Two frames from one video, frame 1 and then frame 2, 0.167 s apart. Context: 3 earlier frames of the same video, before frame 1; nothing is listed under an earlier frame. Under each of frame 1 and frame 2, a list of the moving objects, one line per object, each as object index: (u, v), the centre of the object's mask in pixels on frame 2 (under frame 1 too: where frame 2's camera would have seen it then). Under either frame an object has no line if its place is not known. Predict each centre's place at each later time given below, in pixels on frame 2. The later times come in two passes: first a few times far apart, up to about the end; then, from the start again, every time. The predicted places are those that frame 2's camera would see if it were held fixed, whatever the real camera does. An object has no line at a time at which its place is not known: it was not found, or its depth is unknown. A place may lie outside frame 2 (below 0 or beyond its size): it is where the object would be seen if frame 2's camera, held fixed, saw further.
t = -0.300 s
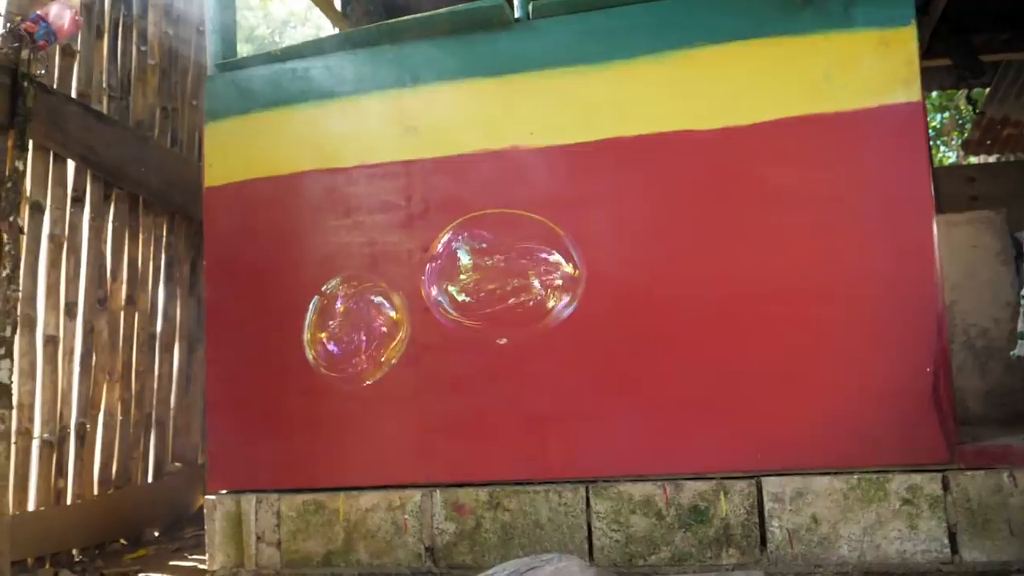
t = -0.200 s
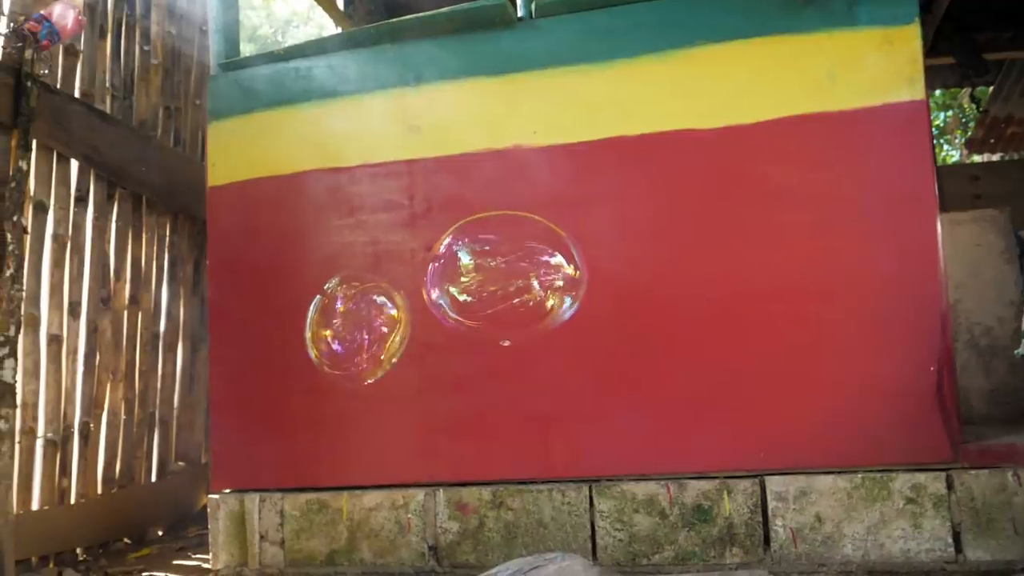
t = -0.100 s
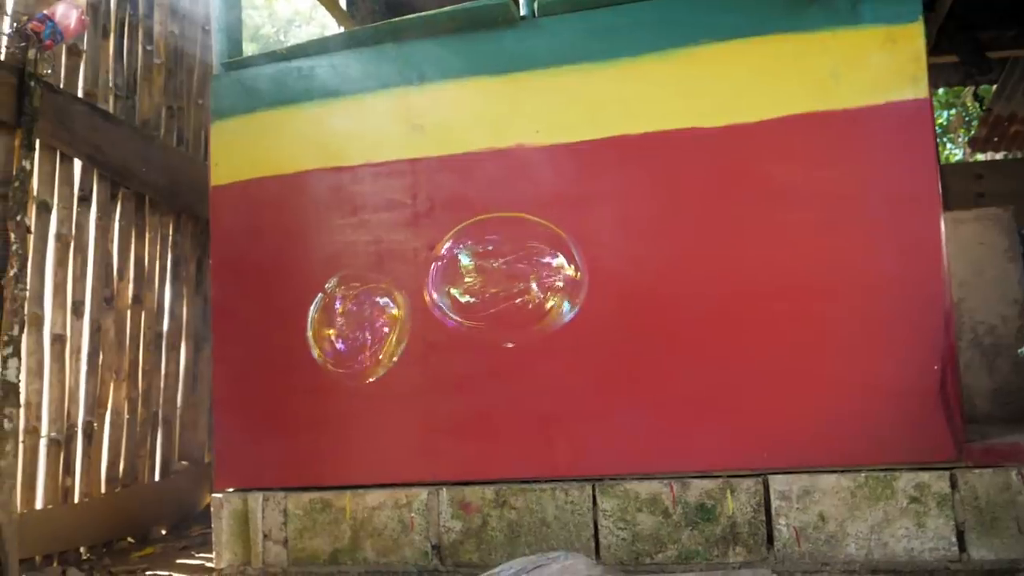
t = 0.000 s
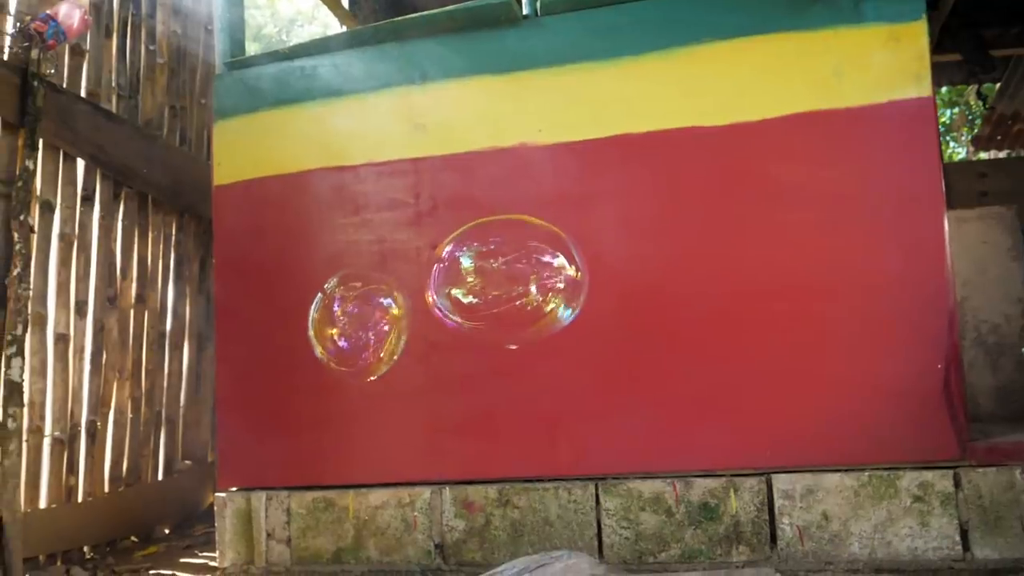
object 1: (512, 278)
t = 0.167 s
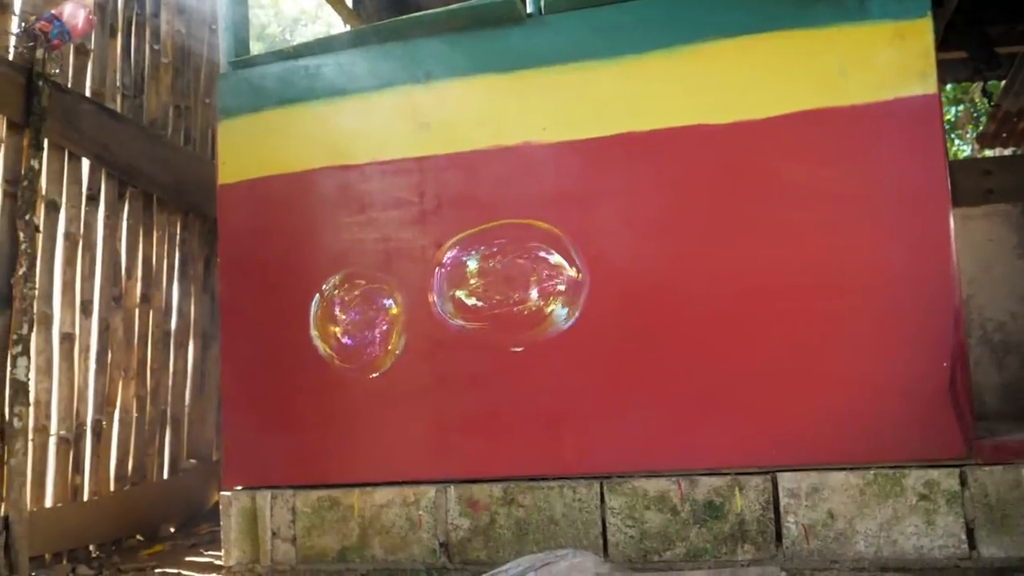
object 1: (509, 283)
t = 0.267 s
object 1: (507, 285)
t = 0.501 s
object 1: (503, 290)
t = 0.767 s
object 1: (498, 296)
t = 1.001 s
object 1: (494, 301)
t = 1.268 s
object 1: (490, 306)
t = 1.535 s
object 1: (485, 311)
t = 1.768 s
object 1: (481, 316)
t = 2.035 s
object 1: (476, 323)
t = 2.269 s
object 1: (472, 330)
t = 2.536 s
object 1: (466, 337)
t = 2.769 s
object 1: (461, 343)
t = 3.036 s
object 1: (456, 351)
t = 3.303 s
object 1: (451, 359)
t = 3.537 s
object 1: (447, 365)
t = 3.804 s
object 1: (441, 371)
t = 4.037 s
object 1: (437, 376)
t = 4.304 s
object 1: (433, 383)
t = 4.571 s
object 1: (429, 389)
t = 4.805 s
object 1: (426, 394)
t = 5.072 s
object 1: (421, 399)
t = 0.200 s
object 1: (509, 284)
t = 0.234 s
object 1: (508, 284)
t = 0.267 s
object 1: (507, 285)
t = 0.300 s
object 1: (507, 286)
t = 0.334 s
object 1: (506, 287)
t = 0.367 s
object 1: (505, 288)
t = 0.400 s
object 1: (504, 288)
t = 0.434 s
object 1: (504, 289)
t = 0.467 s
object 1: (503, 290)
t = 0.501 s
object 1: (503, 290)
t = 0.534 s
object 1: (502, 291)
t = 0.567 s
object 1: (501, 292)
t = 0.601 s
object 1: (500, 292)
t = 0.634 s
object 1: (500, 293)
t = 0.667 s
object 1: (499, 294)
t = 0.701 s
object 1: (499, 294)
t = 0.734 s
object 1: (499, 295)
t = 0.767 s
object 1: (498, 296)
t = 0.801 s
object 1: (497, 296)
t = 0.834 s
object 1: (497, 297)
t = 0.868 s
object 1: (496, 298)
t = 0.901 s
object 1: (496, 298)
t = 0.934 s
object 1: (495, 299)
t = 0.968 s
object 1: (495, 300)
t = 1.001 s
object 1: (494, 301)
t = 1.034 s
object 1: (494, 301)
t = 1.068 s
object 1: (493, 302)
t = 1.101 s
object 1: (493, 302)
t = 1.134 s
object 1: (492, 303)
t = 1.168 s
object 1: (492, 304)
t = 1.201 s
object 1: (491, 305)
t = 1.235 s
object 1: (491, 306)
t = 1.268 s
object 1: (490, 306)
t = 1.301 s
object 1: (489, 307)
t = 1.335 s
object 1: (489, 307)
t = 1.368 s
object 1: (488, 308)
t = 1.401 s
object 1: (487, 309)
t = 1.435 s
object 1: (487, 309)
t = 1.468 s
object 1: (486, 310)
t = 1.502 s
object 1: (485, 311)
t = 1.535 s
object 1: (485, 311)
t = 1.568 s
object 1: (484, 312)
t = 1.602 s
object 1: (483, 313)
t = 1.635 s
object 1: (483, 313)
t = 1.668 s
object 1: (482, 314)
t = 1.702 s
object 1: (482, 315)
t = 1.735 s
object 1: (481, 315)
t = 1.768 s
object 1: (481, 316)
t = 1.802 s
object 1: (481, 317)
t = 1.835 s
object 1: (480, 318)
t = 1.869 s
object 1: (479, 318)
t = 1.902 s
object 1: (479, 319)
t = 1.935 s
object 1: (478, 320)
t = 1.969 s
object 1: (478, 321)
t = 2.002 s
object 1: (477, 322)
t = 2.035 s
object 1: (476, 323)
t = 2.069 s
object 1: (476, 324)
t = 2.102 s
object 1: (475, 325)
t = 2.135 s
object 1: (474, 326)
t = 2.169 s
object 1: (474, 327)
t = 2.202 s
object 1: (473, 328)
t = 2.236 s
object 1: (472, 329)
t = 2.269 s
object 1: (472, 330)
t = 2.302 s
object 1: (471, 331)
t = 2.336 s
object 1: (471, 332)
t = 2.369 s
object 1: (470, 333)
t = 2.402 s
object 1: (469, 334)
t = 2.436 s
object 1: (469, 335)
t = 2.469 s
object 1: (468, 336)
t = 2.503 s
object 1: (467, 337)
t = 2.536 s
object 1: (466, 337)
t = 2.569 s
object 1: (465, 338)
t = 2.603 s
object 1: (465, 339)
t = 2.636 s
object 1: (464, 340)
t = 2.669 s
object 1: (463, 341)
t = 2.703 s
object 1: (462, 342)
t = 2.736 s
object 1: (462, 342)
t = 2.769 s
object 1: (461, 343)
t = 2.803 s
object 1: (461, 344)
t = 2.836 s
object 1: (460, 345)
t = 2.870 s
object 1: (459, 346)
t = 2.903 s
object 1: (459, 347)
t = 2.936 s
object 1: (458, 348)
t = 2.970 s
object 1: (458, 349)
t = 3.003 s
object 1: (457, 350)
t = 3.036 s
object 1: (456, 351)
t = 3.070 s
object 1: (455, 352)
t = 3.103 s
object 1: (455, 353)
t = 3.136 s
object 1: (454, 354)
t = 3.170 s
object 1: (453, 355)
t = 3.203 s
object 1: (453, 356)
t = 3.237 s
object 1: (452, 357)
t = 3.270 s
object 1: (452, 358)
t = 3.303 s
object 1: (451, 359)
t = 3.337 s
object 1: (450, 360)
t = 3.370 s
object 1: (450, 360)
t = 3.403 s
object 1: (449, 361)
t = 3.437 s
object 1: (448, 362)
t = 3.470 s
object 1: (448, 363)
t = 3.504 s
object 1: (447, 364)
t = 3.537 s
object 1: (447, 365)
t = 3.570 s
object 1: (446, 366)
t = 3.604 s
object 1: (445, 366)
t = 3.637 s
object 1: (445, 367)
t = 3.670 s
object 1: (444, 368)
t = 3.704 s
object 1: (443, 369)
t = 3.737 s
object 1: (443, 369)
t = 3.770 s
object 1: (442, 370)
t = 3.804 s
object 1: (441, 371)
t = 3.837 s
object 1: (441, 372)
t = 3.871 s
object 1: (440, 373)
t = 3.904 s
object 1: (439, 373)
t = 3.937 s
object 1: (439, 374)
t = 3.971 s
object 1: (438, 375)
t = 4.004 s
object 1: (438, 375)
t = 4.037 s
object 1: (437, 376)
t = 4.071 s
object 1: (437, 377)
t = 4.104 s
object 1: (436, 377)
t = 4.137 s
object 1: (436, 378)
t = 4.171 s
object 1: (435, 379)
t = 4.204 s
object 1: (435, 380)
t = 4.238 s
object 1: (434, 381)
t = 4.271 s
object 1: (433, 382)
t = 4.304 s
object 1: (433, 383)
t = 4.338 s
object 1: (432, 384)
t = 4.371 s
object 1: (432, 384)
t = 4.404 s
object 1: (431, 385)
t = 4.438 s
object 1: (430, 386)
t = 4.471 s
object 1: (430, 387)
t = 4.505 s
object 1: (429, 387)
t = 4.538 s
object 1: (429, 388)
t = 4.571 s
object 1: (429, 389)
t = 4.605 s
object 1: (428, 389)
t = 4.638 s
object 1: (428, 390)
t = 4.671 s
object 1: (427, 391)
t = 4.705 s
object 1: (427, 391)
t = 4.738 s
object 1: (427, 392)
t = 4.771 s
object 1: (426, 393)
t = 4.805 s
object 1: (426, 394)
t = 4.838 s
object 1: (425, 395)
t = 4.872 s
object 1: (425, 395)
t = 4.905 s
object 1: (424, 396)
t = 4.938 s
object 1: (423, 397)
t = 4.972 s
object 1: (423, 398)
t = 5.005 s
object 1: (422, 398)
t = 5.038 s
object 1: (422, 399)
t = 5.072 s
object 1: (421, 399)
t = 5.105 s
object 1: (421, 400)
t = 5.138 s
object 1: (420, 401)
